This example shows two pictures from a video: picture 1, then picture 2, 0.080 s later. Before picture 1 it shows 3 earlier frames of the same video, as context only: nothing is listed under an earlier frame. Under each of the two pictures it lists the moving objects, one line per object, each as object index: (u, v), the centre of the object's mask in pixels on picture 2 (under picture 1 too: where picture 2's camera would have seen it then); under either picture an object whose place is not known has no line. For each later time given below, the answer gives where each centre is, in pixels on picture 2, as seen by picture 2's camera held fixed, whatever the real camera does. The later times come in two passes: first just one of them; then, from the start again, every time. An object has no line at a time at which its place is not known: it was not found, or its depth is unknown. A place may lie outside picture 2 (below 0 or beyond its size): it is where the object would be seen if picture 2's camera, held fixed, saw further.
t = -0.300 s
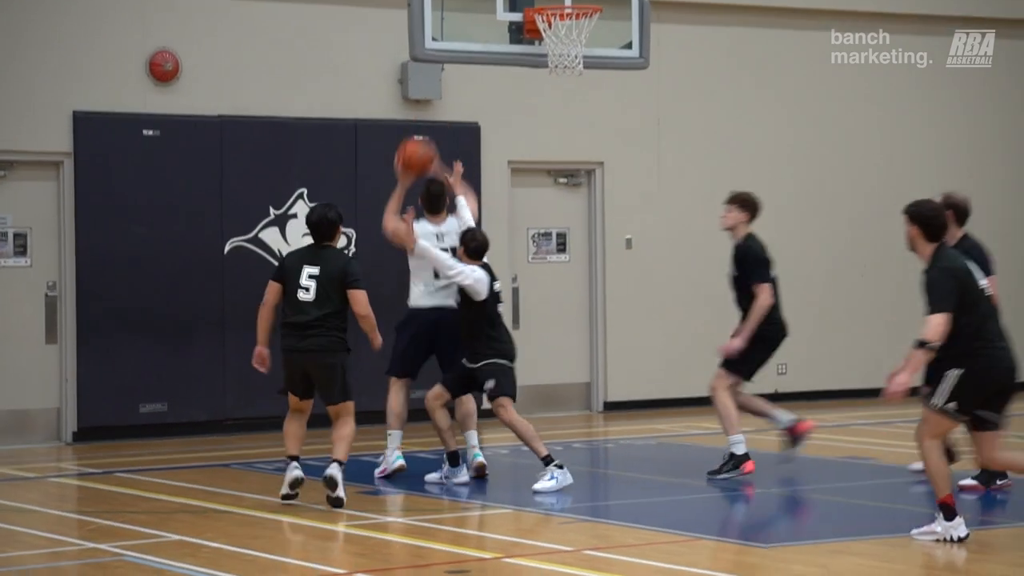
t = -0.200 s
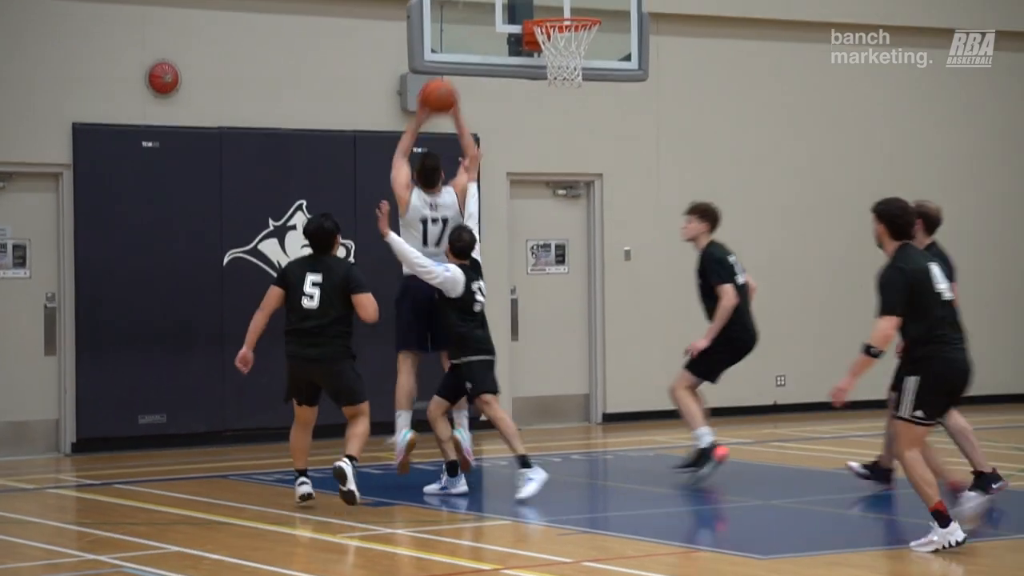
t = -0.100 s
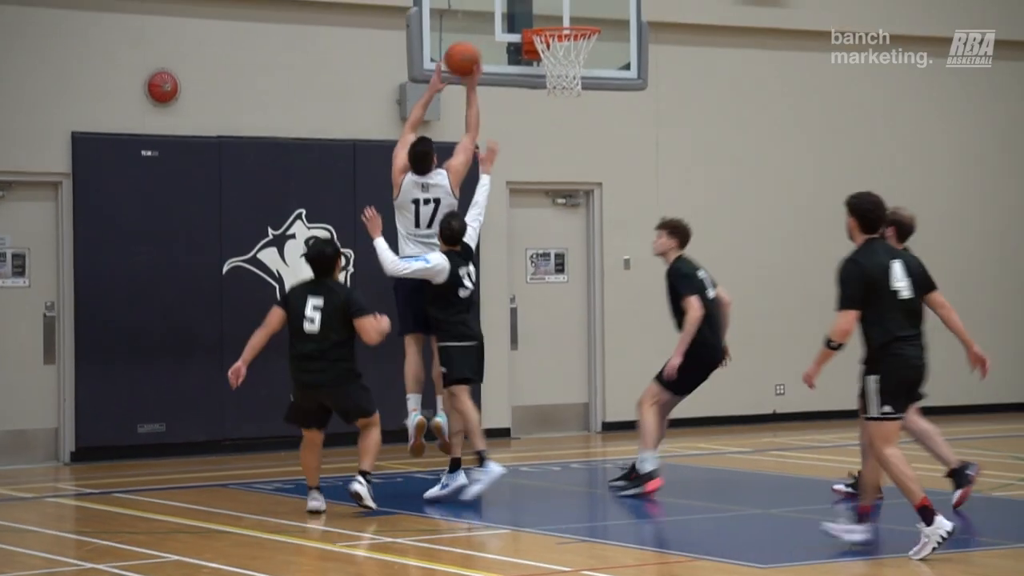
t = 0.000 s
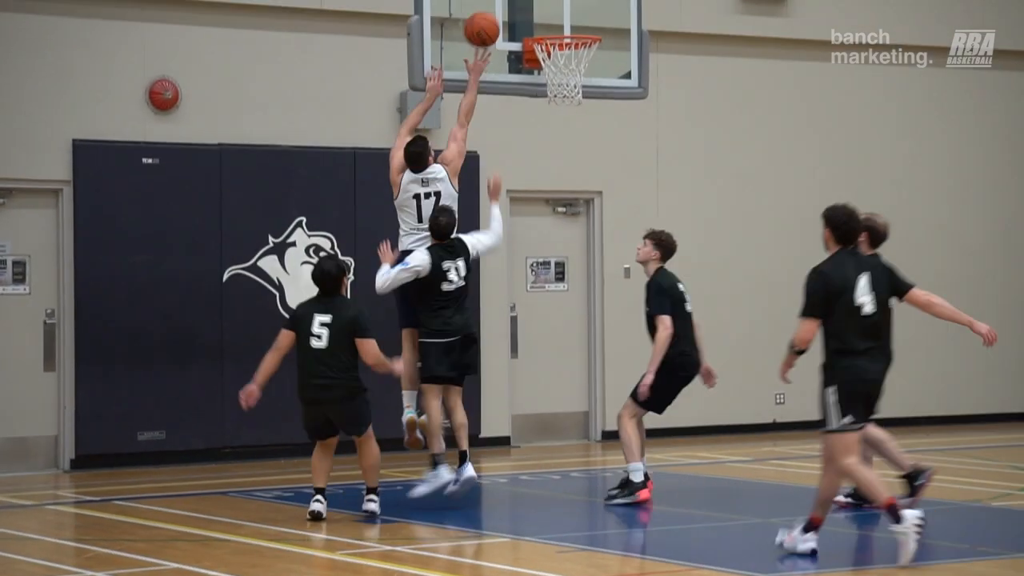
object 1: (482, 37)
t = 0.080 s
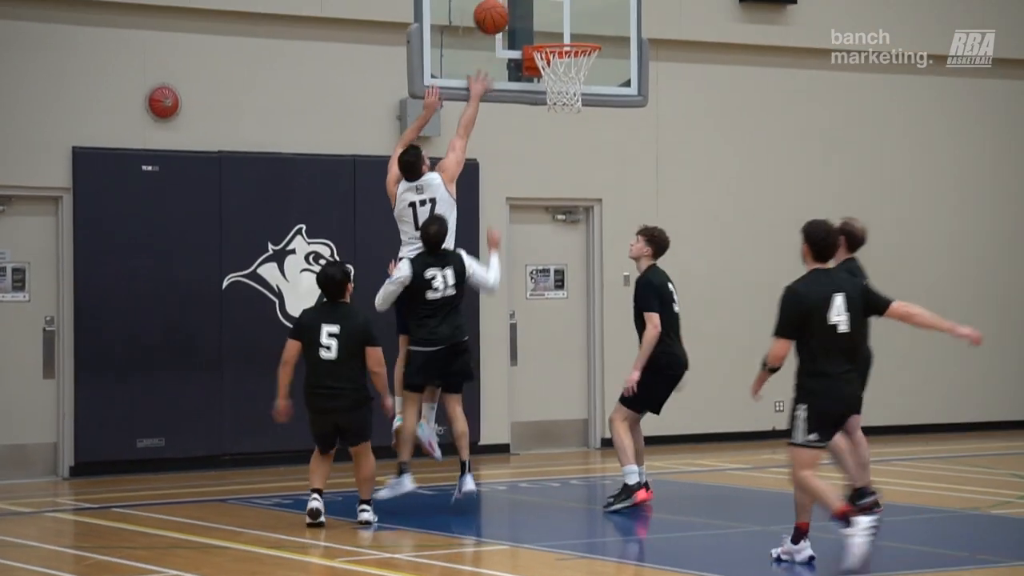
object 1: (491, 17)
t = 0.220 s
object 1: (511, 8)
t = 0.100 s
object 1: (493, 14)
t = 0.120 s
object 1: (496, 11)
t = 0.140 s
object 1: (498, 9)
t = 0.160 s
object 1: (501, 7)
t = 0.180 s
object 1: (504, 7)
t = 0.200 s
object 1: (508, 7)
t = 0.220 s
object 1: (511, 8)
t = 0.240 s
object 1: (515, 10)
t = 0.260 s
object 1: (519, 14)
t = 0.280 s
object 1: (523, 17)
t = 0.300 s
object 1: (527, 21)
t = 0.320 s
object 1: (530, 25)
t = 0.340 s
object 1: (534, 28)
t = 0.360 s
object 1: (538, 25)
